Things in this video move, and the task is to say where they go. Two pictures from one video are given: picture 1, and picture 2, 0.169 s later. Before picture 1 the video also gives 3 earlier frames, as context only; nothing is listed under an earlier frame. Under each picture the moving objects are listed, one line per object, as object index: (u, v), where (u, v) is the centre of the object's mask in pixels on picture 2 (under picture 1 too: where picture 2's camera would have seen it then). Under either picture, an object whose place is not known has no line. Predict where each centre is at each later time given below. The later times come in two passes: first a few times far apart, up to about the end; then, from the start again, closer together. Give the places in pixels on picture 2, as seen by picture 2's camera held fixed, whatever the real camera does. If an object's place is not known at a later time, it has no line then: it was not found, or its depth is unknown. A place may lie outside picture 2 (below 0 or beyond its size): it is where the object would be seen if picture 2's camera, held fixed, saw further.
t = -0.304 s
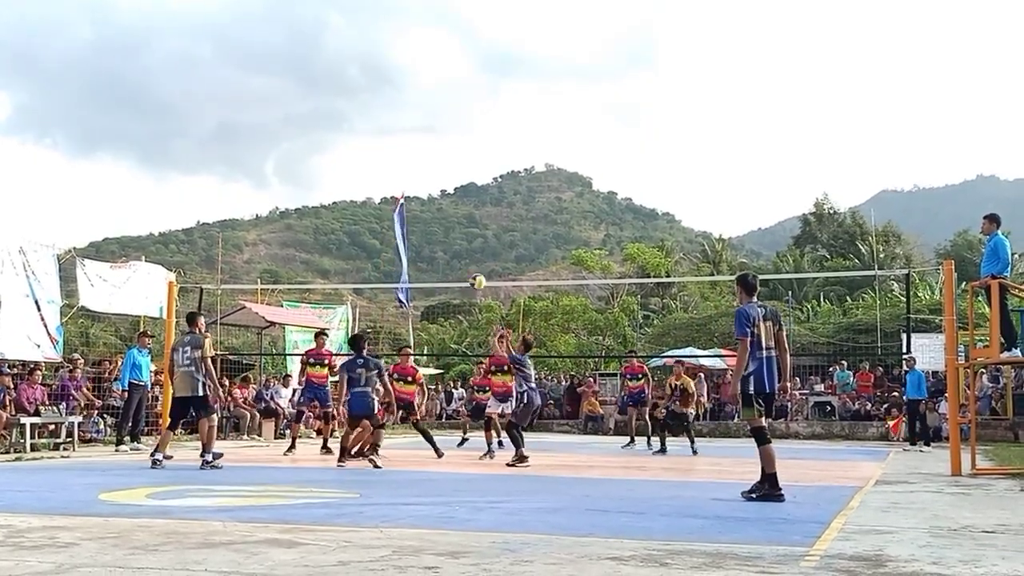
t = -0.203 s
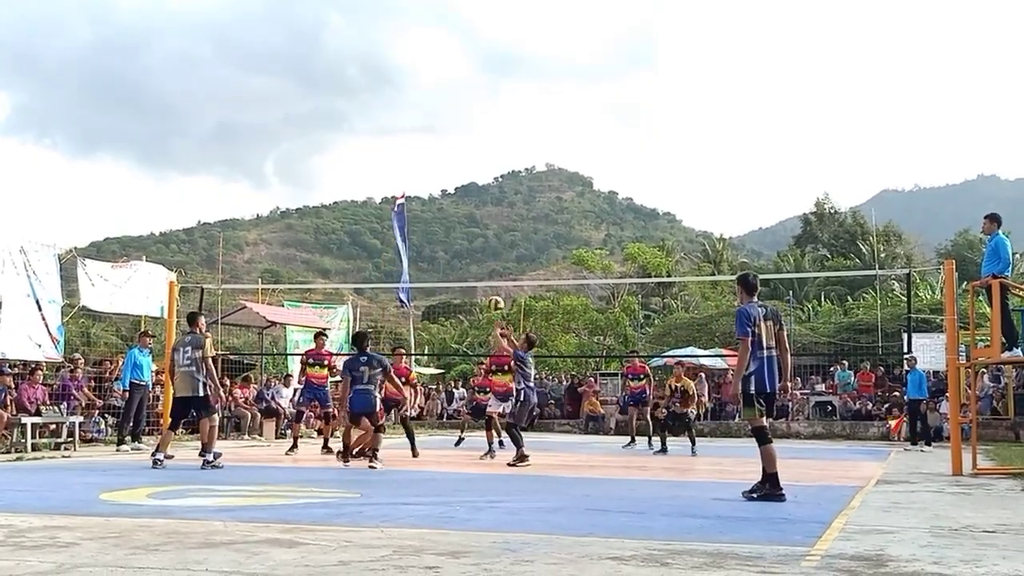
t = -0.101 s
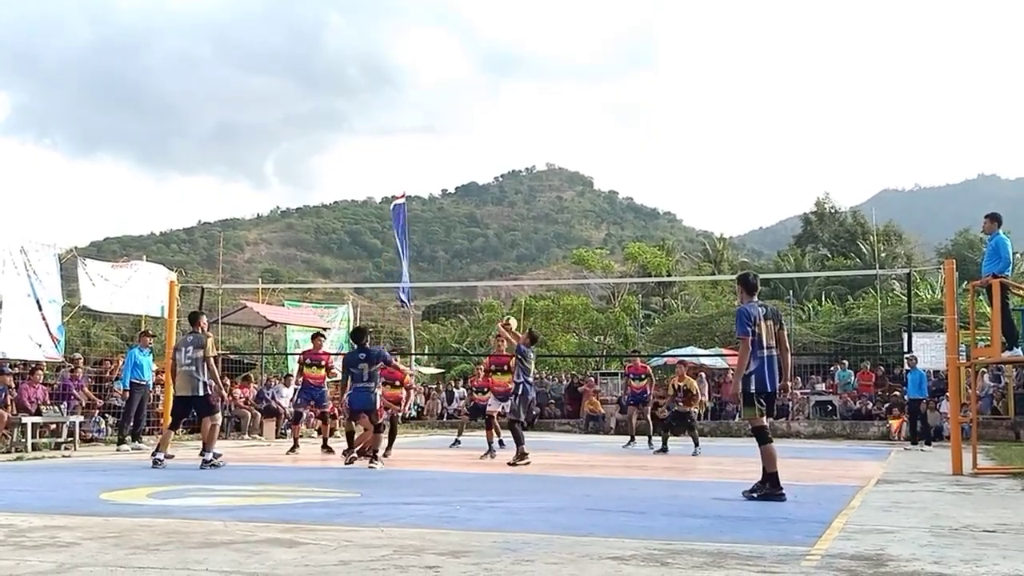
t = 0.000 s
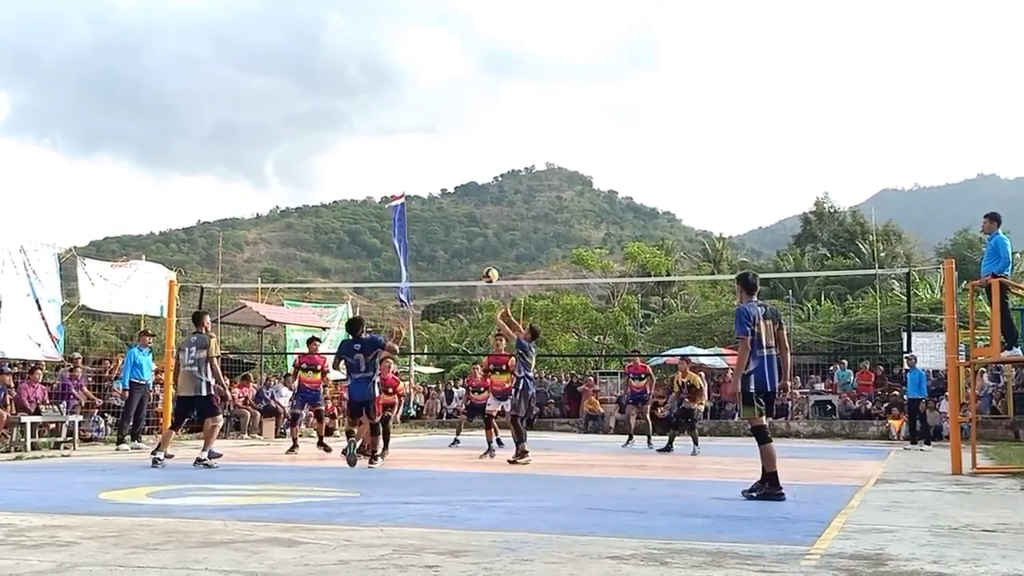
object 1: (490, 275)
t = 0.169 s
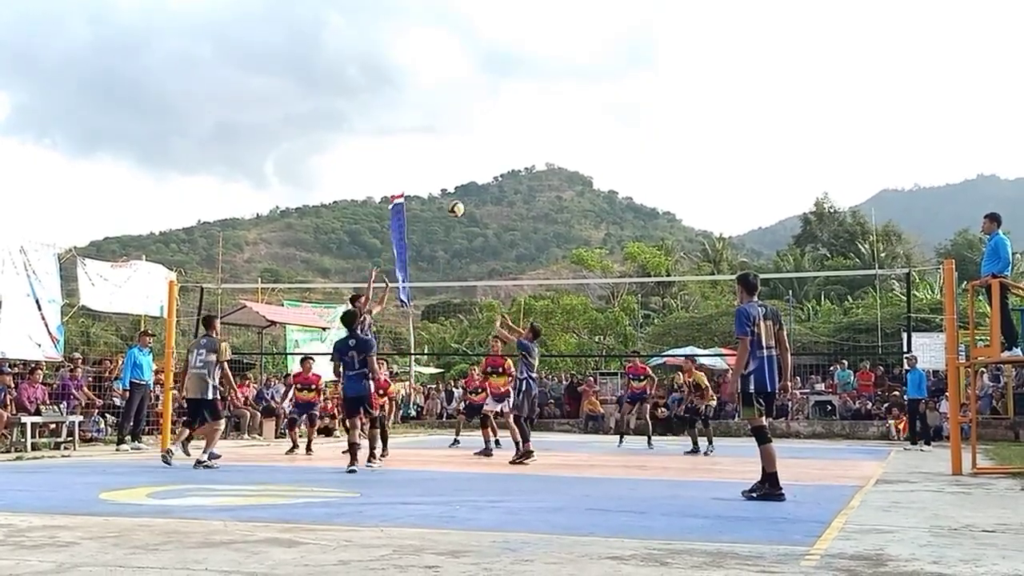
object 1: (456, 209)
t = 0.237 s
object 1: (441, 189)
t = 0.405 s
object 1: (407, 155)
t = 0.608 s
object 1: (368, 143)
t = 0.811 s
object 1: (329, 159)
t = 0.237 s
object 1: (441, 189)
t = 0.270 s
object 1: (434, 180)
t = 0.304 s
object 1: (428, 172)
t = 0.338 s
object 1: (421, 165)
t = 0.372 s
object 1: (414, 159)
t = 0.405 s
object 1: (407, 155)
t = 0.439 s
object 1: (401, 151)
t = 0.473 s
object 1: (394, 147)
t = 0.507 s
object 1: (388, 145)
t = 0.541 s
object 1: (381, 143)
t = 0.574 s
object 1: (374, 143)
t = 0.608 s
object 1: (368, 143)
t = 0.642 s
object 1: (361, 144)
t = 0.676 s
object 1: (354, 145)
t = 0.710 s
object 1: (349, 147)
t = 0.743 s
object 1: (342, 151)
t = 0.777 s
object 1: (336, 154)
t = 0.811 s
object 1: (329, 159)
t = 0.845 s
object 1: (323, 165)
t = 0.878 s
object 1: (316, 171)
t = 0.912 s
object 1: (309, 178)
